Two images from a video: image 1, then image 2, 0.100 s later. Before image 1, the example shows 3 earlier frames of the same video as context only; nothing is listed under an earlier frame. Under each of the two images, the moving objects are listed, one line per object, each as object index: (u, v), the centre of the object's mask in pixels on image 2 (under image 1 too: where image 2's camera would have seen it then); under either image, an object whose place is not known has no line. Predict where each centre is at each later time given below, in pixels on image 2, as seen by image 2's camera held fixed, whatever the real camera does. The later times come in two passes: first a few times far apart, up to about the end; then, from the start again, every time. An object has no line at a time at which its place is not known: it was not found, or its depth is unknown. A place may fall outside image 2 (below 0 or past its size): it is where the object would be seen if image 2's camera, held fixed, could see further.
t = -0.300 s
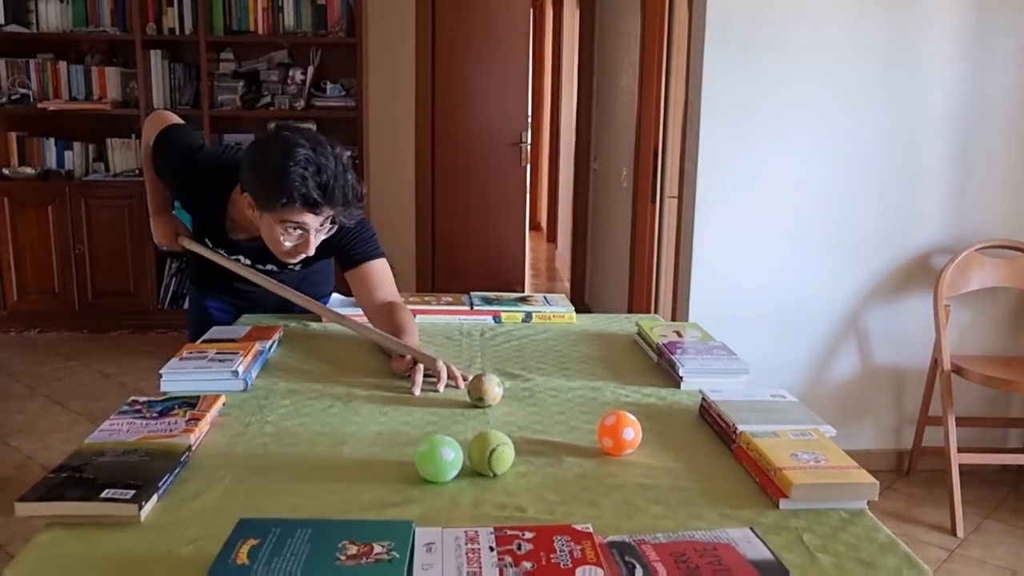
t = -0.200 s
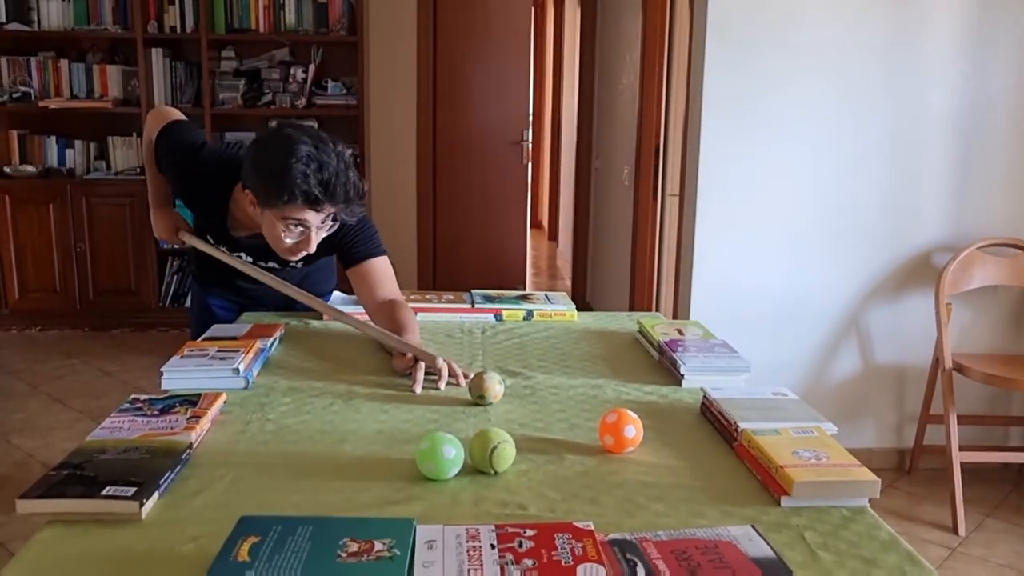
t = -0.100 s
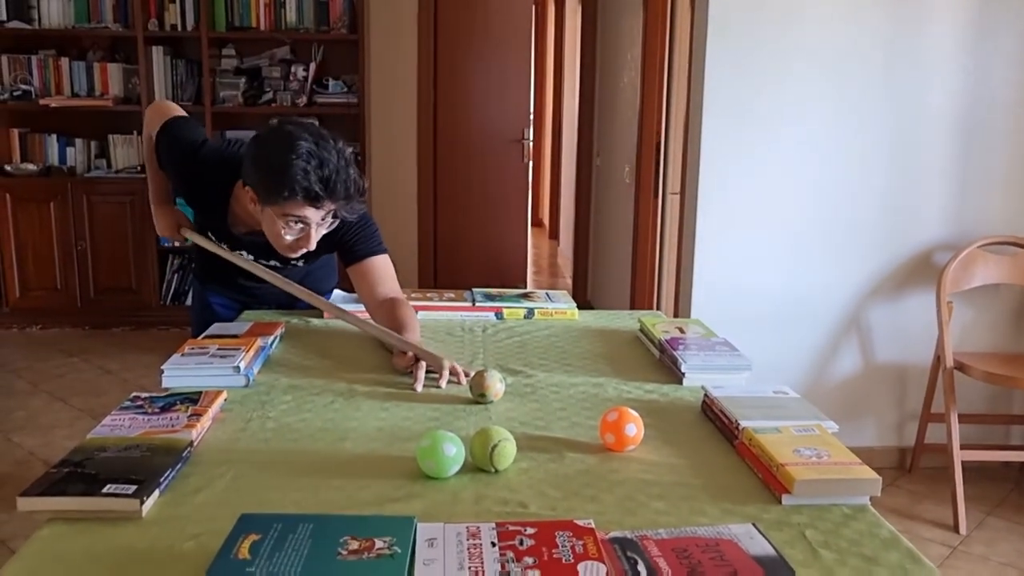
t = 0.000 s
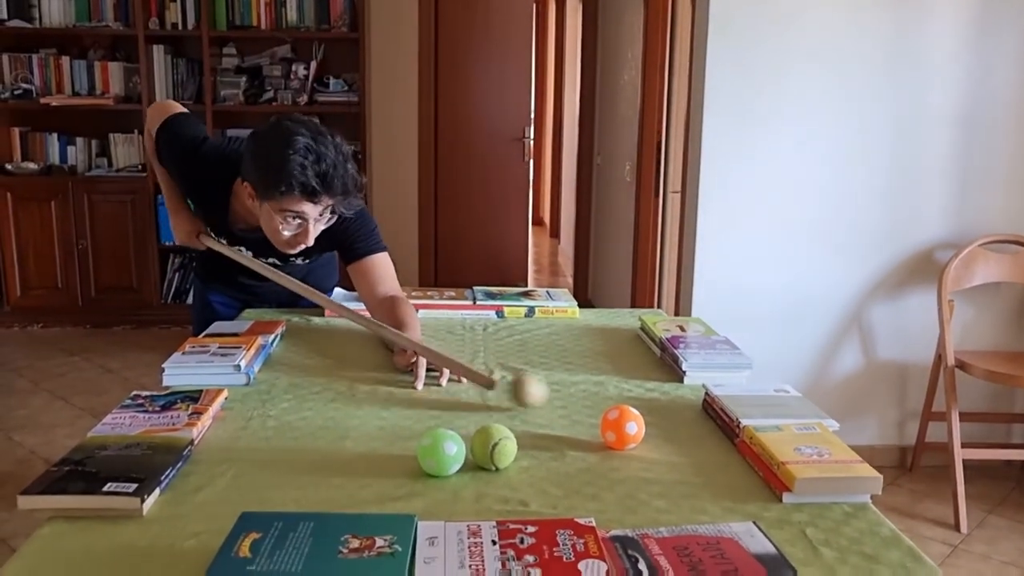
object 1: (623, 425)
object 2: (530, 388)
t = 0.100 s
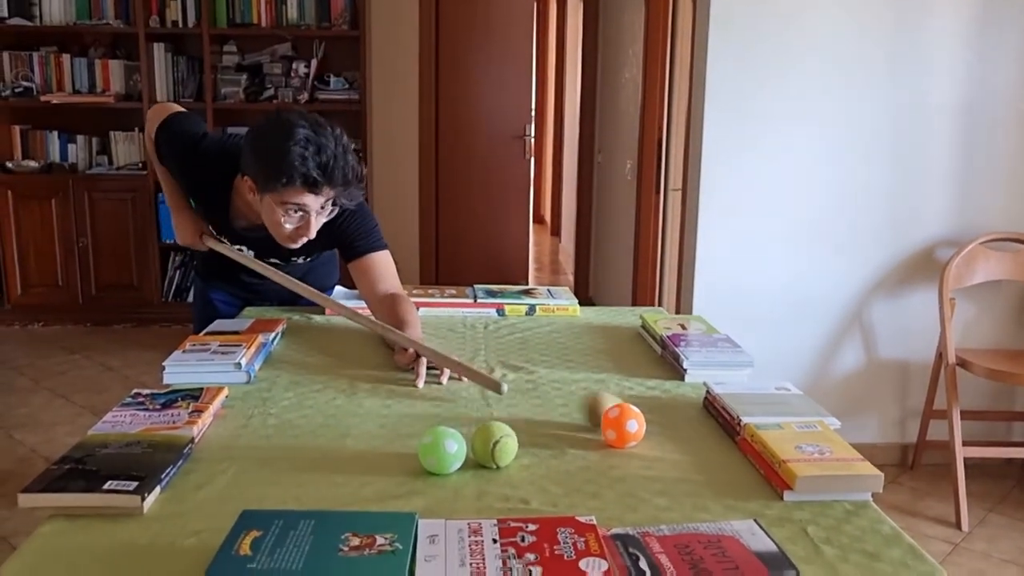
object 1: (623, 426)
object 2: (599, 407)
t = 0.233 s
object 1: (671, 449)
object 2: (691, 420)
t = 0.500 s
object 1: (765, 488)
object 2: (730, 443)
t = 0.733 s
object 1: (856, 526)
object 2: (748, 479)
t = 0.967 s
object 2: (766, 506)
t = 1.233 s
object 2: (801, 526)
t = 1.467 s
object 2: (833, 535)
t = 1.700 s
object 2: (862, 543)
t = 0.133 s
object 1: (633, 429)
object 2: (621, 405)
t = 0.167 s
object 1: (648, 437)
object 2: (646, 409)
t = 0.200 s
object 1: (660, 444)
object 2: (667, 413)
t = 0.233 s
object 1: (671, 449)
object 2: (691, 420)
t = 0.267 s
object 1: (682, 454)
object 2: (712, 425)
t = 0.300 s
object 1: (694, 458)
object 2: (725, 429)
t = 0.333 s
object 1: (706, 463)
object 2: (725, 423)
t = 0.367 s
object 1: (717, 468)
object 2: (725, 424)
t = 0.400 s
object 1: (729, 473)
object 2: (723, 430)
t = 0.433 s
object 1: (741, 478)
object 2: (722, 441)
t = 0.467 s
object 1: (753, 483)
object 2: (727, 441)
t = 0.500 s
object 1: (765, 488)
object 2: (730, 443)
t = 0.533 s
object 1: (778, 493)
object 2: (733, 454)
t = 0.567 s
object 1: (790, 498)
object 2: (735, 455)
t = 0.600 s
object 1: (804, 502)
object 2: (738, 460)
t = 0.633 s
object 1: (817, 508)
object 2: (740, 465)
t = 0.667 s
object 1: (830, 514)
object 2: (743, 469)
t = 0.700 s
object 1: (843, 519)
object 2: (746, 474)
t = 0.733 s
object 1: (856, 526)
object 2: (748, 479)
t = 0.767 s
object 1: (869, 531)
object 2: (751, 482)
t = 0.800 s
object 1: (882, 537)
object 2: (754, 487)
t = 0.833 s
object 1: (896, 543)
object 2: (756, 491)
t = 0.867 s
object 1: (909, 548)
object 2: (758, 495)
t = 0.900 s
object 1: (923, 555)
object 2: (761, 499)
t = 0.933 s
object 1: (936, 564)
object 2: (764, 503)
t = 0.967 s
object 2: (766, 506)
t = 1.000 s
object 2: (769, 510)
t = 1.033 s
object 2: (774, 514)
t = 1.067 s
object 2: (779, 515)
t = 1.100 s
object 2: (783, 517)
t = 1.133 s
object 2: (787, 520)
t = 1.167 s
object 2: (792, 523)
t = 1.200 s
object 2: (797, 525)
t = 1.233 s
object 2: (801, 526)
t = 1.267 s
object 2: (806, 528)
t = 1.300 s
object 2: (811, 529)
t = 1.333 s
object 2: (815, 530)
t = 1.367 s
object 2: (820, 532)
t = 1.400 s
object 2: (825, 532)
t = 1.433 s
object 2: (829, 534)
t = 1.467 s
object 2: (833, 535)
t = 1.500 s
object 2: (837, 536)
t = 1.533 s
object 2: (842, 538)
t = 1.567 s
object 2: (846, 539)
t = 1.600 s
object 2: (851, 541)
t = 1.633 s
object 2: (855, 541)
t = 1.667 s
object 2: (858, 542)
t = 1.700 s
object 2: (862, 543)
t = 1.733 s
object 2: (866, 544)
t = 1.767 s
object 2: (869, 545)
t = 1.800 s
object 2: (872, 546)
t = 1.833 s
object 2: (875, 547)
